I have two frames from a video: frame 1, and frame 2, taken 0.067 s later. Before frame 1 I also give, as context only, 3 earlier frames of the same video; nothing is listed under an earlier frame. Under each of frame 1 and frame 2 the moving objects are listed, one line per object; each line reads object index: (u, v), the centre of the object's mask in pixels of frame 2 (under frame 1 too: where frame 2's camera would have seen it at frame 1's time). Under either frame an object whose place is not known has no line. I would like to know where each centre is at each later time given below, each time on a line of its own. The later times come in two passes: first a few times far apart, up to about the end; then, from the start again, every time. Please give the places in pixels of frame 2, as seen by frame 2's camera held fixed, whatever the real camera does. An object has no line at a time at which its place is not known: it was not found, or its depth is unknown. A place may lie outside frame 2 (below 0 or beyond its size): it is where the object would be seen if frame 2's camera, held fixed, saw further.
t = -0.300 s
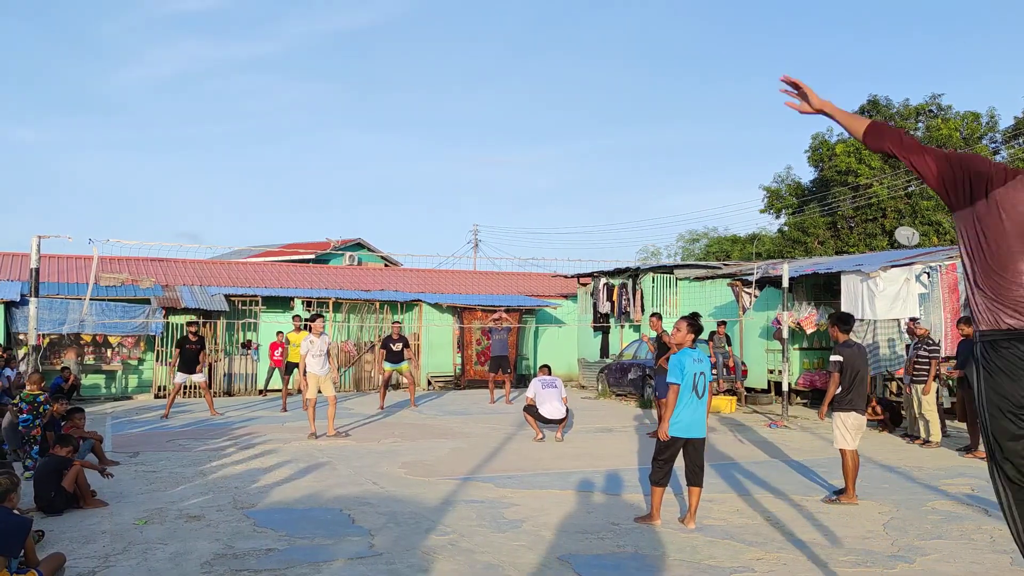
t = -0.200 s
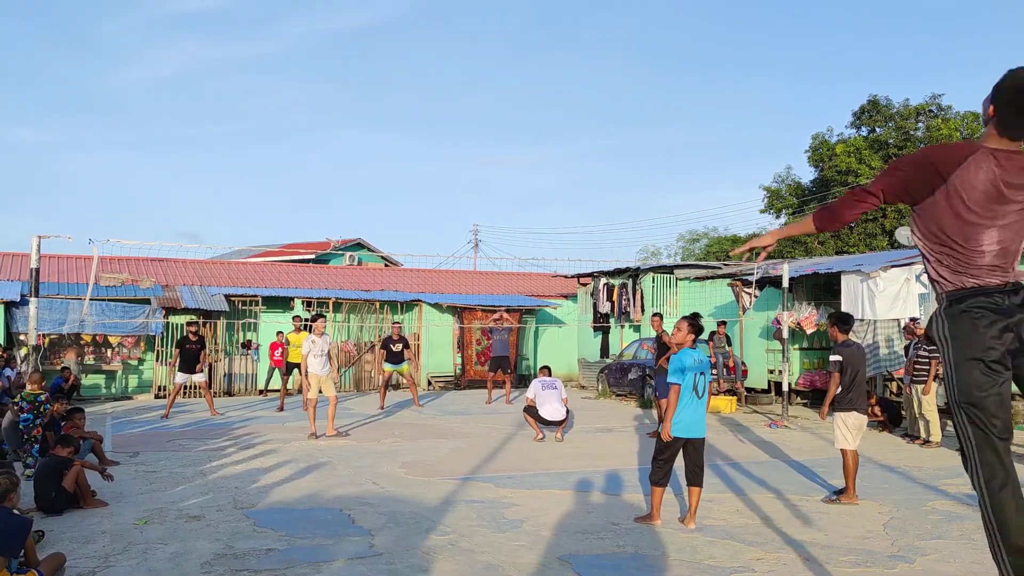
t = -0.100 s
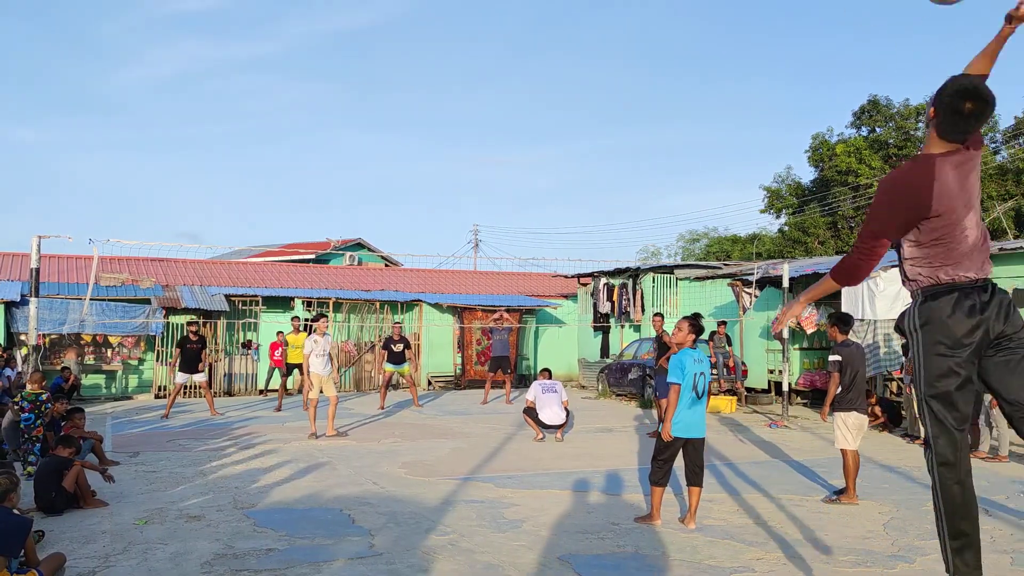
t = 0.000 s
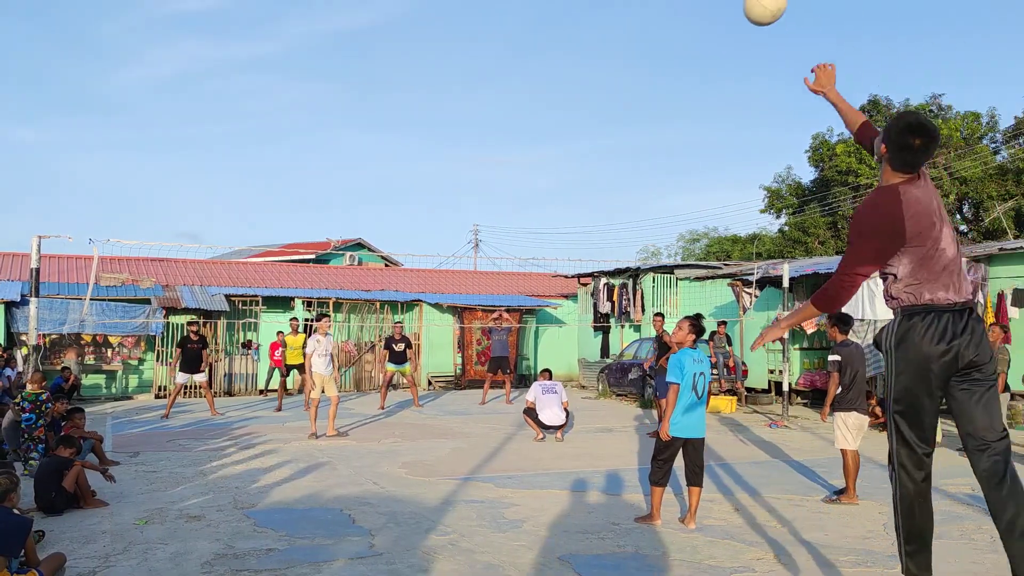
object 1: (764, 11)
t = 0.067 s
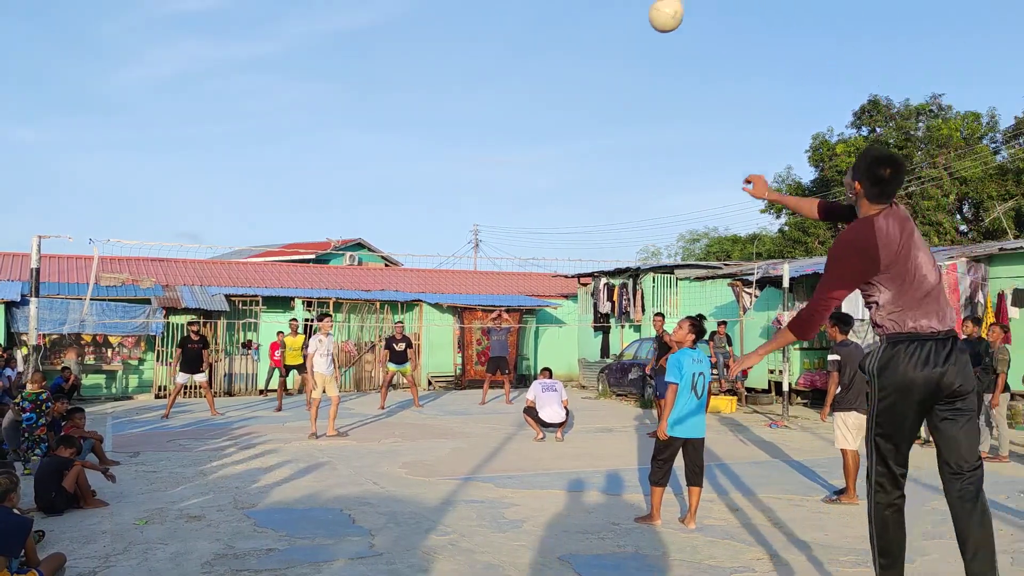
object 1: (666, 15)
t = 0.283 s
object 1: (496, 68)
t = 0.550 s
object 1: (404, 155)
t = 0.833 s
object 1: (351, 254)
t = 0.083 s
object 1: (647, 18)
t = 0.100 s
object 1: (628, 21)
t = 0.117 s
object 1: (612, 24)
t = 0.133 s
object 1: (596, 28)
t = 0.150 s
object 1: (582, 32)
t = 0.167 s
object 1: (569, 36)
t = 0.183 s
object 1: (556, 40)
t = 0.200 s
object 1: (544, 45)
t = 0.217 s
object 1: (534, 49)
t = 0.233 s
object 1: (523, 54)
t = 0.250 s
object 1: (514, 58)
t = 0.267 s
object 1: (505, 63)
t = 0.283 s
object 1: (496, 68)
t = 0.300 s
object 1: (488, 73)
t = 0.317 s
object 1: (480, 78)
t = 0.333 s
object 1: (473, 83)
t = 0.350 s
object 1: (466, 88)
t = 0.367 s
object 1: (459, 94)
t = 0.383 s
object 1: (453, 99)
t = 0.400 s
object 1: (447, 104)
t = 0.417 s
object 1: (441, 110)
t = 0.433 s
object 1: (435, 115)
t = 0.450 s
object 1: (431, 121)
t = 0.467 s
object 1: (425, 127)
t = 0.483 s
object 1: (421, 132)
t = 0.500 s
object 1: (416, 138)
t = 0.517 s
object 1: (412, 144)
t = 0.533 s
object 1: (408, 149)
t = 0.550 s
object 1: (404, 155)
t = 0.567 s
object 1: (400, 161)
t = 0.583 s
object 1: (396, 167)
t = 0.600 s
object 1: (393, 172)
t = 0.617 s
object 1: (389, 178)
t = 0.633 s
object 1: (386, 185)
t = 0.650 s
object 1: (382, 190)
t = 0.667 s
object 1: (379, 196)
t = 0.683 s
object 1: (376, 202)
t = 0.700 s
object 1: (373, 208)
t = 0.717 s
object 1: (370, 214)
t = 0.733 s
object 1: (367, 220)
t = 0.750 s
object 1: (364, 225)
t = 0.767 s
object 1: (362, 231)
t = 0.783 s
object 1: (359, 237)
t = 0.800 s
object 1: (356, 243)
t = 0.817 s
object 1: (353, 247)
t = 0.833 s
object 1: (351, 254)
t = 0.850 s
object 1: (349, 259)
